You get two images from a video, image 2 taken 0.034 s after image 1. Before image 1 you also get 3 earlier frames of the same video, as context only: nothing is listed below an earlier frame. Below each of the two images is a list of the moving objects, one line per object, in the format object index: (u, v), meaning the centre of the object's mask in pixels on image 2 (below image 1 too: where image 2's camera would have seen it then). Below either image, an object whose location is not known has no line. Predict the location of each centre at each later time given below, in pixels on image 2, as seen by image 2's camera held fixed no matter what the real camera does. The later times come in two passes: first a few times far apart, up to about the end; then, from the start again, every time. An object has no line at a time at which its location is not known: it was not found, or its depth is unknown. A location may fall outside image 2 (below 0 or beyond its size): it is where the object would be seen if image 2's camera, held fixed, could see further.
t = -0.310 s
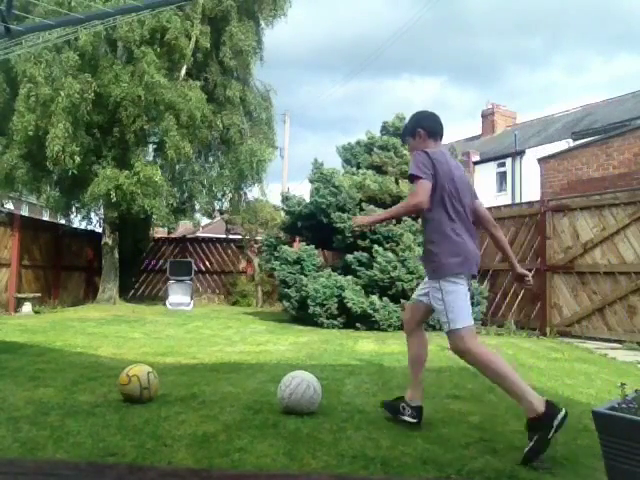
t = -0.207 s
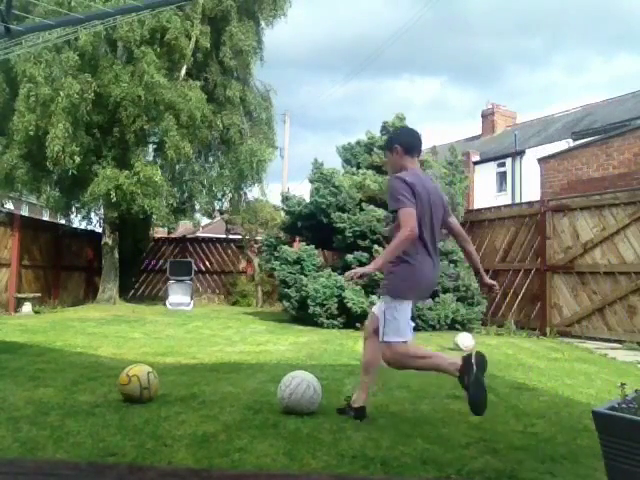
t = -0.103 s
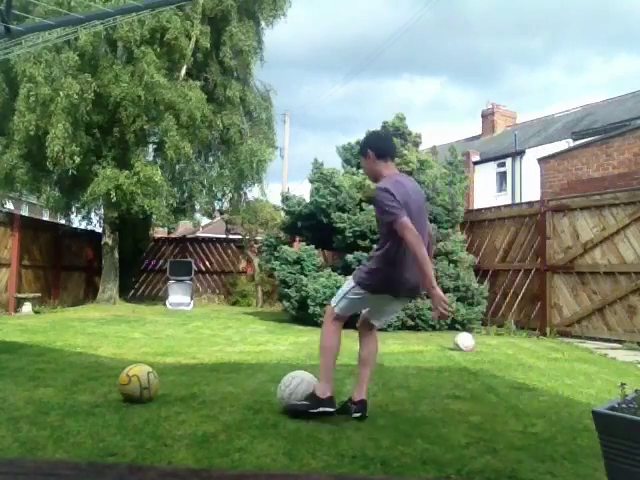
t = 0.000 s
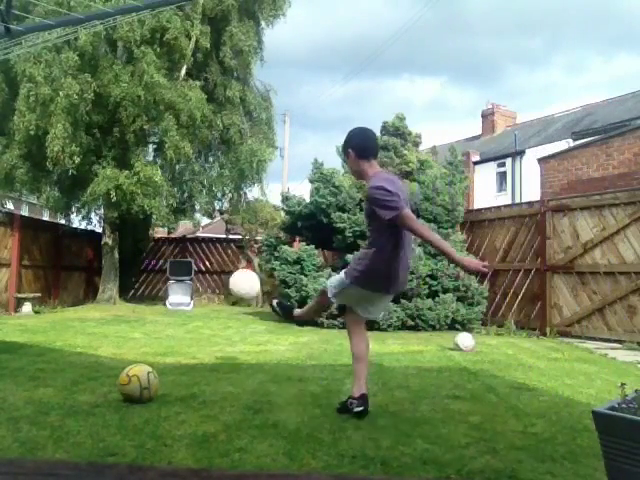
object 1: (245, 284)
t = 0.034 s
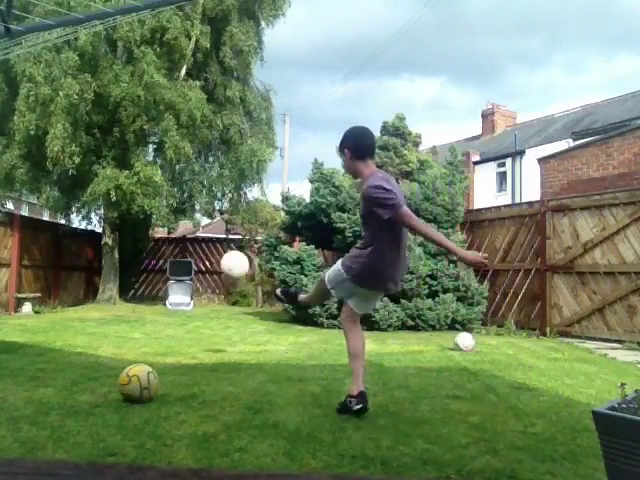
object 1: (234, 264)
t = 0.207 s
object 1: (202, 216)
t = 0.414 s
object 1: (192, 217)
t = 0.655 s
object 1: (186, 242)
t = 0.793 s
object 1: (186, 261)
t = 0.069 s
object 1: (220, 238)
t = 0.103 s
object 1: (214, 230)
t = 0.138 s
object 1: (209, 223)
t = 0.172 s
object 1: (205, 219)
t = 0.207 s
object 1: (202, 216)
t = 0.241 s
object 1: (200, 214)
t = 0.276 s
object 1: (198, 213)
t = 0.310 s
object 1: (196, 213)
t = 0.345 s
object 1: (194, 214)
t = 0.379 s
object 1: (192, 215)
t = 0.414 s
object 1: (192, 217)
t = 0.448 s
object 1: (191, 220)
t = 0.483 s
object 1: (189, 222)
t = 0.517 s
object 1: (188, 225)
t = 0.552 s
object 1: (188, 228)
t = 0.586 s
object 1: (187, 233)
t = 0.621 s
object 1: (187, 238)
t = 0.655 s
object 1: (186, 242)
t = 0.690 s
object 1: (186, 246)
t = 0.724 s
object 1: (186, 251)
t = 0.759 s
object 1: (186, 256)
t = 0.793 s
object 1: (186, 261)
